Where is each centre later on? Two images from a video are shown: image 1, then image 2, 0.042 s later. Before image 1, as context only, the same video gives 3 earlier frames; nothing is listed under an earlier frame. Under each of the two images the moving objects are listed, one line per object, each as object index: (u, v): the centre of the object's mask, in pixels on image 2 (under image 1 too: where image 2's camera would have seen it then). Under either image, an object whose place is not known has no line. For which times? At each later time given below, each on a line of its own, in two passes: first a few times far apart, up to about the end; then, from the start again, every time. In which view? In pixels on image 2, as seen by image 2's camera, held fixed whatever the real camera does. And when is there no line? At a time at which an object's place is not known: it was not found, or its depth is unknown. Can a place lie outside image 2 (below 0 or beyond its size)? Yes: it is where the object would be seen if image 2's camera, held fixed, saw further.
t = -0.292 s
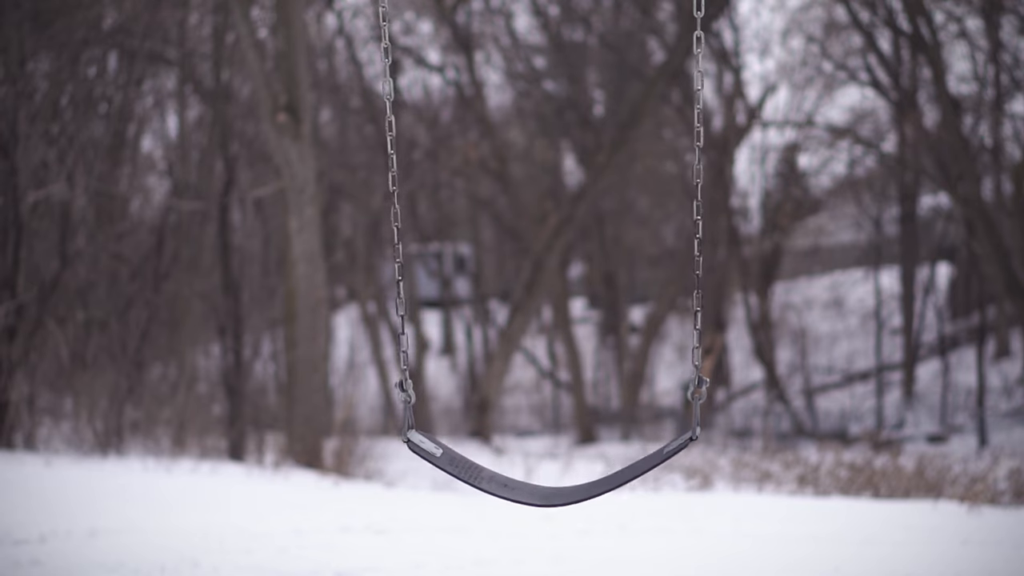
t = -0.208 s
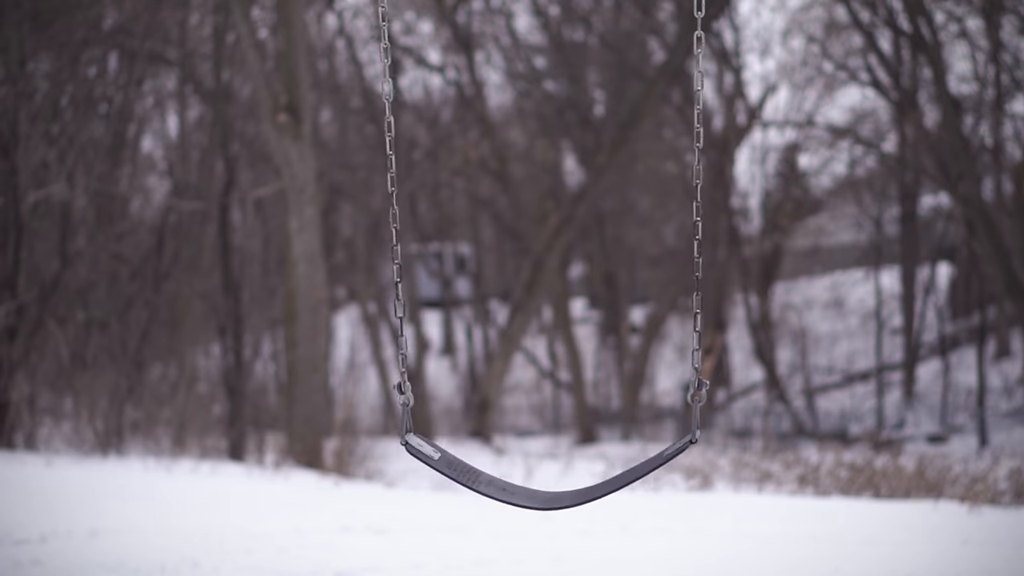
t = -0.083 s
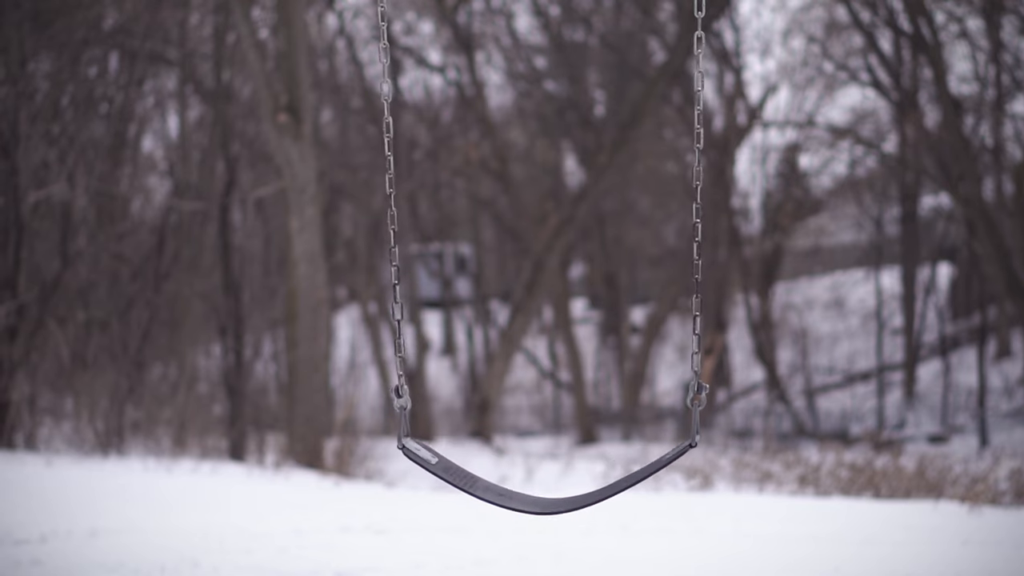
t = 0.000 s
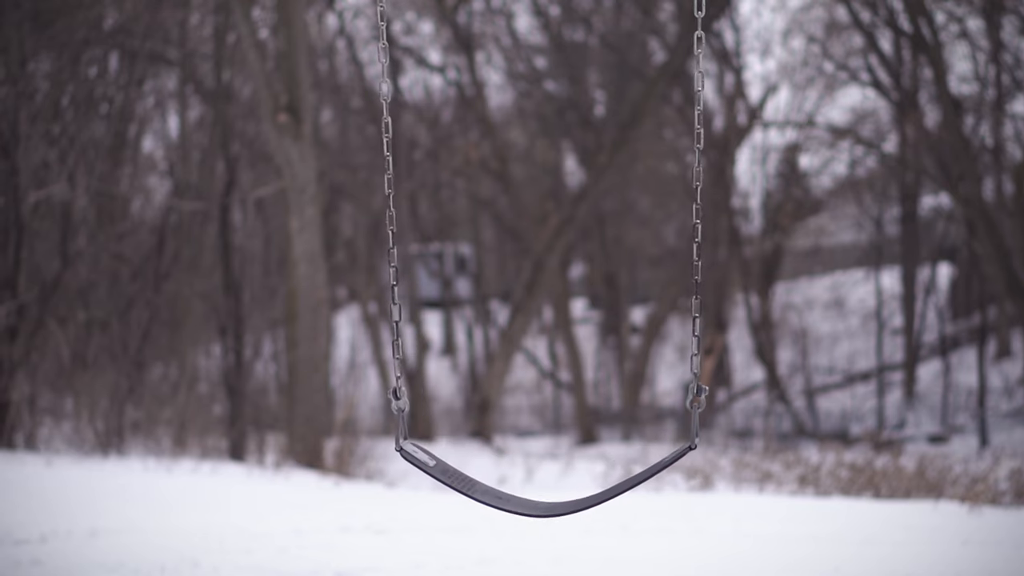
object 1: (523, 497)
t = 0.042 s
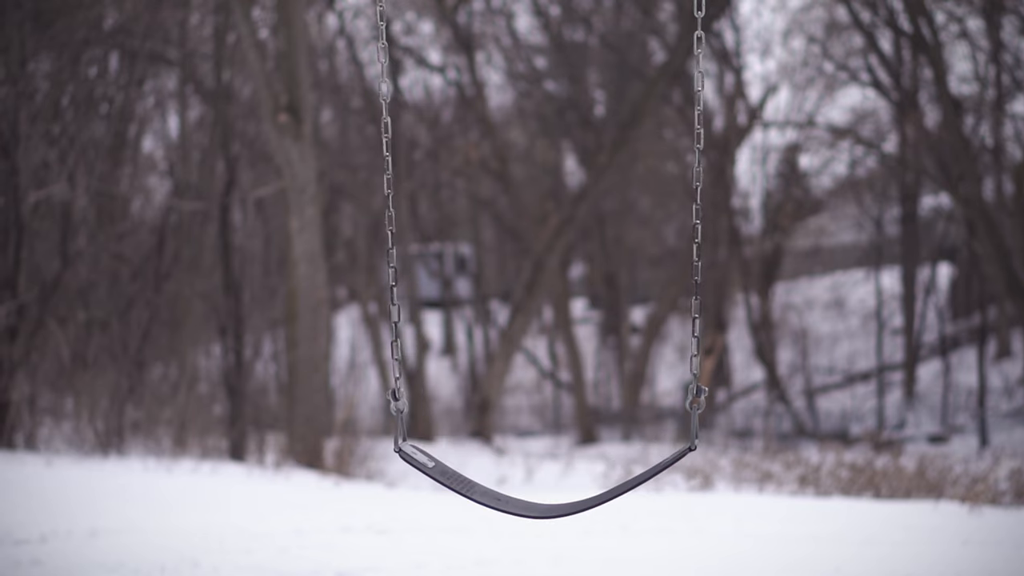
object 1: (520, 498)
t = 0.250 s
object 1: (511, 505)
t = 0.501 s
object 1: (498, 510)
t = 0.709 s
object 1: (505, 516)
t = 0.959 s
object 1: (546, 515)
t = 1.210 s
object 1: (556, 503)
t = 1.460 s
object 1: (549, 492)
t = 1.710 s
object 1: (537, 479)
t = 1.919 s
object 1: (527, 466)
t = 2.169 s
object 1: (521, 447)
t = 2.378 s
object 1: (512, 431)
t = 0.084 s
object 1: (520, 500)
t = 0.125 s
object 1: (517, 502)
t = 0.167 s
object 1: (515, 503)
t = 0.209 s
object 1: (512, 504)
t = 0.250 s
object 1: (511, 505)
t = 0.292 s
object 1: (508, 506)
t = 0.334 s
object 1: (510, 508)
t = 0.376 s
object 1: (505, 508)
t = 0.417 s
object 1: (504, 509)
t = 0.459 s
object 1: (503, 510)
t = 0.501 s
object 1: (498, 510)
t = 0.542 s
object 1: (500, 512)
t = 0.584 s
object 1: (501, 513)
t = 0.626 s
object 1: (501, 514)
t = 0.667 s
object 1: (502, 514)
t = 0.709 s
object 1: (505, 516)
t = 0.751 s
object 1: (509, 518)
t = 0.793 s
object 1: (519, 520)
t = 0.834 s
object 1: (526, 520)
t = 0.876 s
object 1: (530, 519)
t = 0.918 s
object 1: (537, 517)
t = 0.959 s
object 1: (546, 515)
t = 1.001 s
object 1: (546, 514)
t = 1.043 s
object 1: (552, 511)
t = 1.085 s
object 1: (556, 508)
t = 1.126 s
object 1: (554, 507)
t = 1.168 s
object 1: (557, 505)
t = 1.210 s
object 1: (556, 503)
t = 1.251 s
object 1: (554, 502)
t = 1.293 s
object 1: (555, 500)
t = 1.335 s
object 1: (553, 498)
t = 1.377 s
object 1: (553, 496)
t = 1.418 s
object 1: (550, 494)
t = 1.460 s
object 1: (549, 492)
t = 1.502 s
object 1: (547, 489)
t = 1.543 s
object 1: (544, 488)
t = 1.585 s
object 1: (541, 486)
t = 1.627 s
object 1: (538, 484)
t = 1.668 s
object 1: (537, 482)
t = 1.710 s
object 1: (537, 479)
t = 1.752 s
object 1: (534, 477)
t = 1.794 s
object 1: (530, 474)
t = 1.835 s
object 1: (531, 471)
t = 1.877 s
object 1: (530, 468)
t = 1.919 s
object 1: (527, 466)
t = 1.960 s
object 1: (527, 462)
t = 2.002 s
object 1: (526, 459)
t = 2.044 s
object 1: (525, 456)
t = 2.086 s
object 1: (520, 454)
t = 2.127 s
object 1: (519, 451)
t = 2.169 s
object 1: (521, 447)
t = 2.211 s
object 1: (519, 443)
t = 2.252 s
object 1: (518, 440)
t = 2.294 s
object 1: (516, 437)
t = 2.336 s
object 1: (516, 434)
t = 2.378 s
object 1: (512, 431)
